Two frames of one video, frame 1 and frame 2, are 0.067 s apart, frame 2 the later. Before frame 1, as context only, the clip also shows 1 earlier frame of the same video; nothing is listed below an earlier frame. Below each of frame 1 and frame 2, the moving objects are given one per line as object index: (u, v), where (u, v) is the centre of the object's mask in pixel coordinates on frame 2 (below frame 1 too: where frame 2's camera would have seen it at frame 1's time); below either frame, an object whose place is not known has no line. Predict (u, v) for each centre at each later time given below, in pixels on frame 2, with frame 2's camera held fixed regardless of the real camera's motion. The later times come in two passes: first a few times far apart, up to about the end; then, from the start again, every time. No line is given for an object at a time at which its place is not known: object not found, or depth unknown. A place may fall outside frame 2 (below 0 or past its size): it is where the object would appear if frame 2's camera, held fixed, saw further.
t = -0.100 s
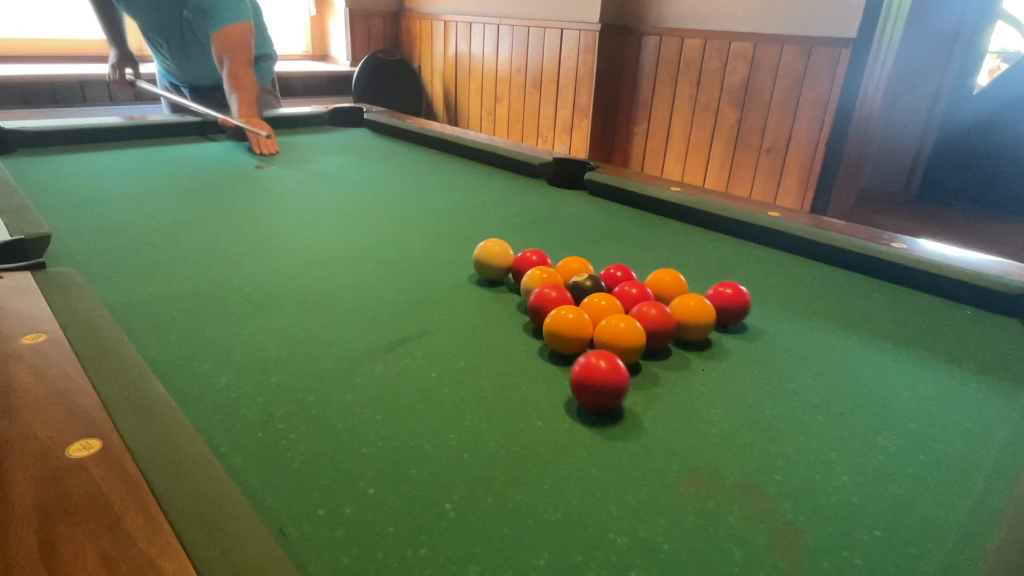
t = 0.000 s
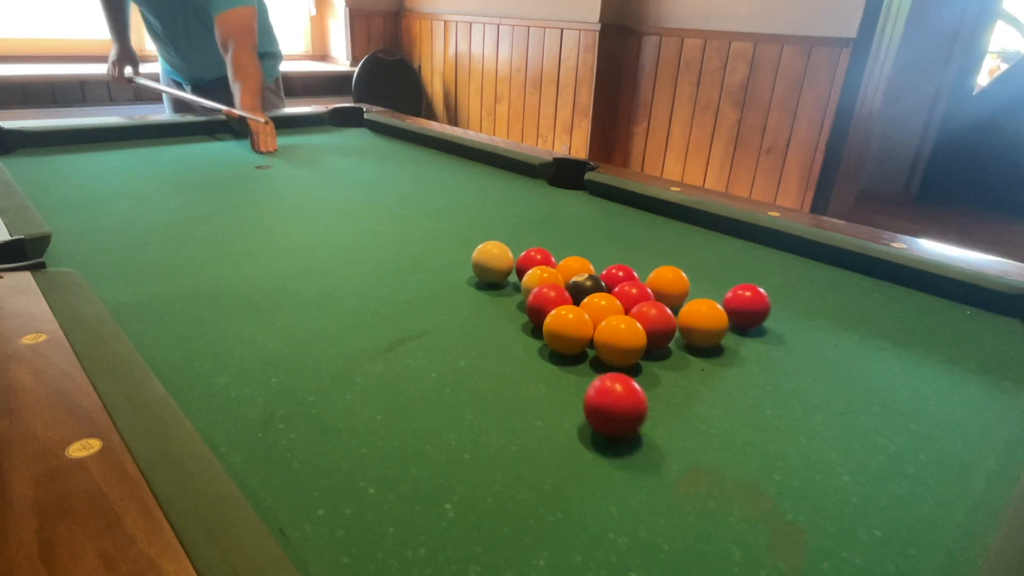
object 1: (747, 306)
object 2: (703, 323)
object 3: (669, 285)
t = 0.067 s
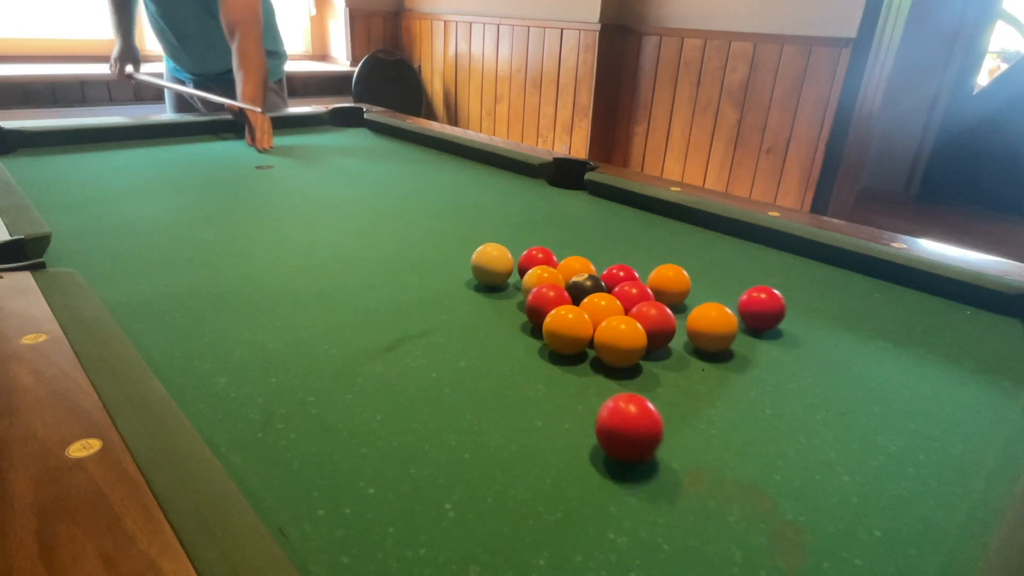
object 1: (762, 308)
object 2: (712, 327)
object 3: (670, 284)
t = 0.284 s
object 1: (809, 315)
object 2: (741, 341)
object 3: (672, 280)
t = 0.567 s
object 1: (866, 323)
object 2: (778, 357)
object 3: (675, 272)
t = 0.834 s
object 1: (915, 329)
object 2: (809, 370)
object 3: (677, 267)
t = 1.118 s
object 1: (959, 335)
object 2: (836, 381)
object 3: (677, 264)
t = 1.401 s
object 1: (996, 337)
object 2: (856, 387)
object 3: (676, 262)
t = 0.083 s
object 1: (765, 309)
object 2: (714, 328)
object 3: (670, 284)
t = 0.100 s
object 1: (769, 309)
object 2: (716, 329)
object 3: (670, 283)
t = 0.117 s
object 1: (773, 310)
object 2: (719, 330)
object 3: (670, 283)
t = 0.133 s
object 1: (776, 311)
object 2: (721, 332)
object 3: (670, 283)
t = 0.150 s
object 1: (780, 311)
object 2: (723, 333)
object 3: (670, 283)
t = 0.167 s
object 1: (784, 312)
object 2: (725, 334)
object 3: (671, 282)
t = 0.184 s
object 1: (787, 312)
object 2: (728, 335)
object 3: (671, 282)
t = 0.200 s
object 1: (791, 312)
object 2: (730, 336)
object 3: (671, 281)
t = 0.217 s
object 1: (794, 313)
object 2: (732, 337)
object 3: (671, 281)
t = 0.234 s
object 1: (798, 313)
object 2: (734, 338)
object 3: (671, 281)
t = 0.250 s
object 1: (802, 314)
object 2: (737, 339)
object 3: (672, 280)
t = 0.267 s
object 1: (805, 314)
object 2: (739, 340)
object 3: (672, 280)
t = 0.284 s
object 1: (809, 315)
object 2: (741, 341)
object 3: (672, 280)
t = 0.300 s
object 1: (812, 315)
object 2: (743, 342)
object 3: (672, 279)
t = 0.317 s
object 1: (816, 316)
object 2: (746, 343)
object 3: (673, 278)
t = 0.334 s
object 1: (819, 316)
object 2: (748, 344)
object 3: (673, 277)
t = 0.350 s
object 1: (823, 317)
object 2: (750, 345)
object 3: (673, 277)
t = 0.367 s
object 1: (826, 317)
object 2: (752, 346)
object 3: (674, 277)
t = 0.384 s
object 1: (830, 318)
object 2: (754, 347)
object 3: (674, 276)
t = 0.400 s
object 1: (833, 318)
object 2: (756, 348)
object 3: (674, 276)
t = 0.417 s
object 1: (837, 319)
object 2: (759, 349)
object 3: (674, 276)
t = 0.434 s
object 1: (840, 319)
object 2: (761, 350)
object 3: (674, 275)
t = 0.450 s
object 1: (843, 319)
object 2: (763, 351)
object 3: (674, 275)
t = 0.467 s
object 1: (847, 320)
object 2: (765, 352)
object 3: (674, 275)
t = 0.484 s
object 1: (850, 320)
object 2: (767, 353)
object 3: (675, 274)
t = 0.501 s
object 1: (853, 321)
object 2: (769, 354)
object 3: (675, 274)
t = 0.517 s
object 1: (857, 321)
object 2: (771, 355)
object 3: (675, 273)
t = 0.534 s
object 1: (860, 322)
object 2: (774, 355)
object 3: (675, 273)
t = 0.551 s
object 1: (863, 323)
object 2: (776, 357)
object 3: (675, 273)
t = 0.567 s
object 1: (866, 323)
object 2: (778, 357)
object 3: (675, 272)
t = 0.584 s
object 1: (869, 323)
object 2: (780, 358)
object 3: (675, 272)
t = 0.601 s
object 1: (873, 324)
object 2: (782, 359)
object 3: (675, 272)
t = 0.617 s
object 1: (875, 324)
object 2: (784, 360)
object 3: (675, 271)
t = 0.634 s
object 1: (879, 324)
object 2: (786, 361)
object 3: (675, 271)
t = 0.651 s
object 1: (881, 325)
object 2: (788, 362)
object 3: (676, 271)
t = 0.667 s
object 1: (885, 325)
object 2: (790, 363)
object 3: (676, 270)
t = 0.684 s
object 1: (888, 326)
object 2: (791, 363)
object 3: (676, 270)
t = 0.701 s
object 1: (891, 327)
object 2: (793, 364)
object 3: (676, 270)
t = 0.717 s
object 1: (894, 327)
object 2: (796, 365)
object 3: (676, 269)
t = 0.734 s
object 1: (897, 327)
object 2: (797, 366)
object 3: (676, 269)
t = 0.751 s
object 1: (900, 328)
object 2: (799, 366)
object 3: (676, 269)
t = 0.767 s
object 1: (903, 328)
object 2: (801, 367)
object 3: (676, 268)
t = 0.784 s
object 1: (906, 328)
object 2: (803, 368)
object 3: (676, 268)
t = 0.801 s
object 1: (909, 328)
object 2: (805, 369)
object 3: (676, 268)
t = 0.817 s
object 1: (912, 329)
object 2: (807, 369)
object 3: (676, 268)
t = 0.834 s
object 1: (915, 329)
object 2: (809, 370)
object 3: (677, 267)
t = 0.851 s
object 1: (917, 329)
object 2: (810, 371)
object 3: (677, 267)
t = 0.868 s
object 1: (920, 330)
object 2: (812, 371)
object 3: (677, 267)
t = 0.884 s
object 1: (923, 330)
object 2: (814, 372)
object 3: (677, 267)
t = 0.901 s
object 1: (926, 330)
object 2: (816, 373)
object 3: (677, 266)
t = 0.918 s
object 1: (929, 331)
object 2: (817, 373)
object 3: (677, 266)
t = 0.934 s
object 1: (931, 332)
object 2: (819, 374)
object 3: (677, 266)
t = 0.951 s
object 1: (934, 332)
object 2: (821, 375)
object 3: (677, 266)
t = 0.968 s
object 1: (937, 332)
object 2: (822, 375)
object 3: (677, 266)
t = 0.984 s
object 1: (939, 333)
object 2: (824, 376)
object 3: (677, 265)
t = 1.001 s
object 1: (942, 332)
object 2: (826, 377)
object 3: (677, 265)
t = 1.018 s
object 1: (945, 333)
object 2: (827, 377)
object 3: (677, 265)
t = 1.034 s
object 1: (947, 333)
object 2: (828, 378)
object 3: (677, 264)
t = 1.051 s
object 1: (950, 334)
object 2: (830, 379)
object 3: (677, 265)
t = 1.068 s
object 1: (952, 333)
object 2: (832, 379)
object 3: (677, 265)
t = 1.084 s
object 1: (955, 333)
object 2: (833, 380)
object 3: (677, 264)
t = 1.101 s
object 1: (957, 334)
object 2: (834, 380)
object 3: (677, 264)
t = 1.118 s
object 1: (959, 335)
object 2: (836, 381)
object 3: (677, 264)
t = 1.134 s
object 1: (962, 334)
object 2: (837, 381)
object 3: (677, 264)
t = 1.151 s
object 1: (964, 335)
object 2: (839, 382)
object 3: (677, 264)
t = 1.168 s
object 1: (967, 335)
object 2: (840, 382)
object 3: (677, 263)
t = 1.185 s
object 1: (969, 335)
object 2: (841, 383)
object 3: (677, 263)
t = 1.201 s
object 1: (971, 336)
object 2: (843, 383)
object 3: (677, 263)
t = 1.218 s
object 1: (973, 336)
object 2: (844, 384)
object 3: (677, 263)
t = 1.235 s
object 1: (976, 336)
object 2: (845, 384)
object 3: (677, 263)
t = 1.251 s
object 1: (978, 337)
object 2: (846, 384)
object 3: (677, 263)
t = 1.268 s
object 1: (980, 337)
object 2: (848, 385)
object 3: (677, 263)
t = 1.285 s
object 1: (982, 337)
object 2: (849, 385)
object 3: (677, 263)
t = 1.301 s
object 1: (984, 337)
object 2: (850, 386)
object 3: (677, 263)
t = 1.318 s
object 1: (986, 337)
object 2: (851, 386)
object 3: (677, 262)
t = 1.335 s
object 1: (988, 338)
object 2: (852, 386)
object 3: (677, 262)
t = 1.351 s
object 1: (991, 338)
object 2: (853, 386)
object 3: (677, 262)
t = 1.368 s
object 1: (992, 338)
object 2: (854, 386)
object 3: (676, 262)
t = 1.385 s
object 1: (994, 338)
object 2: (855, 387)
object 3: (676, 262)
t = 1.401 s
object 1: (996, 337)
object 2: (856, 387)
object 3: (676, 262)
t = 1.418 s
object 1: (997, 338)
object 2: (856, 387)
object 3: (676, 262)
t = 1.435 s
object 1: (998, 338)
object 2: (857, 387)
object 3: (676, 262)
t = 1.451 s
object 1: (1000, 338)
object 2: (858, 388)
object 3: (676, 262)
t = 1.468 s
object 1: (1001, 339)
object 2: (859, 388)
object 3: (676, 262)
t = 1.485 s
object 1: (1002, 339)
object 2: (860, 388)
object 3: (676, 262)
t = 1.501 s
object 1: (1003, 339)
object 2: (860, 388)
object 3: (676, 262)
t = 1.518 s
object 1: (1004, 340)
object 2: (861, 388)
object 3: (676, 262)
